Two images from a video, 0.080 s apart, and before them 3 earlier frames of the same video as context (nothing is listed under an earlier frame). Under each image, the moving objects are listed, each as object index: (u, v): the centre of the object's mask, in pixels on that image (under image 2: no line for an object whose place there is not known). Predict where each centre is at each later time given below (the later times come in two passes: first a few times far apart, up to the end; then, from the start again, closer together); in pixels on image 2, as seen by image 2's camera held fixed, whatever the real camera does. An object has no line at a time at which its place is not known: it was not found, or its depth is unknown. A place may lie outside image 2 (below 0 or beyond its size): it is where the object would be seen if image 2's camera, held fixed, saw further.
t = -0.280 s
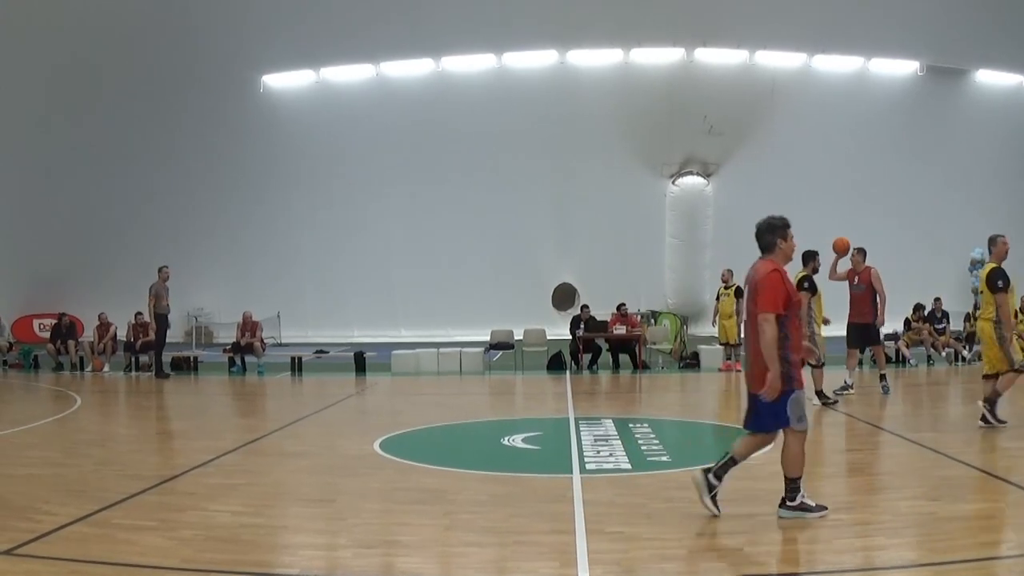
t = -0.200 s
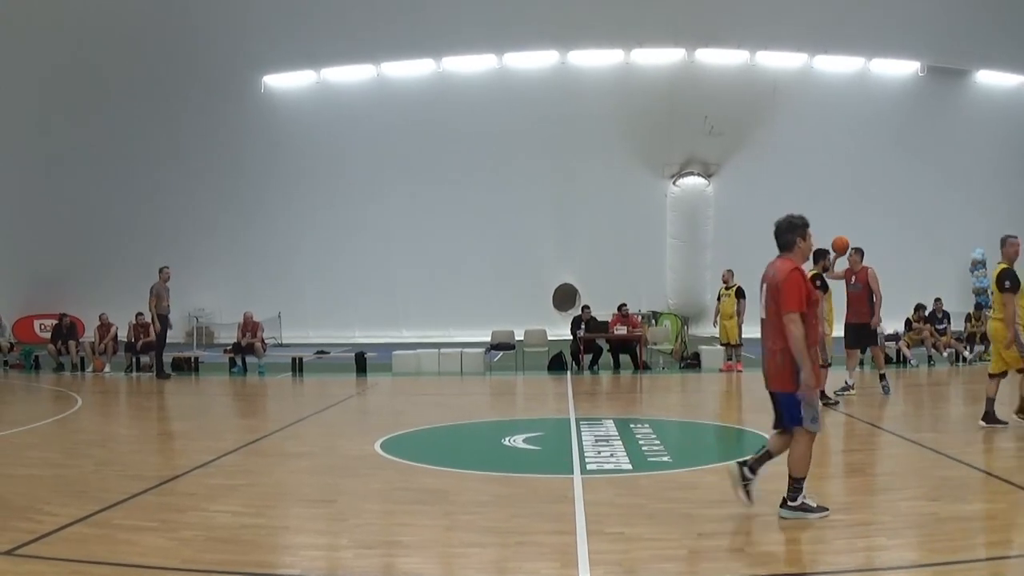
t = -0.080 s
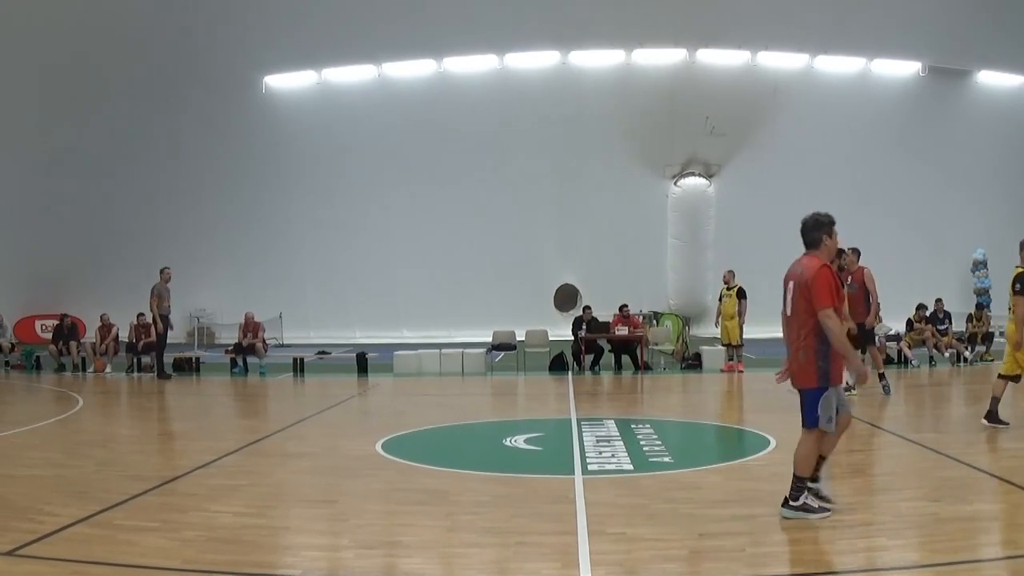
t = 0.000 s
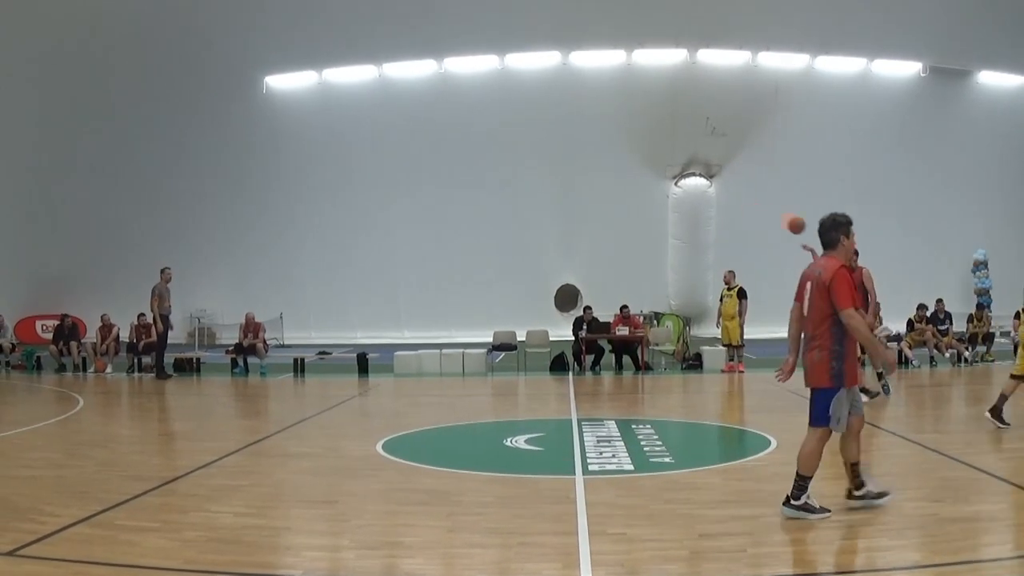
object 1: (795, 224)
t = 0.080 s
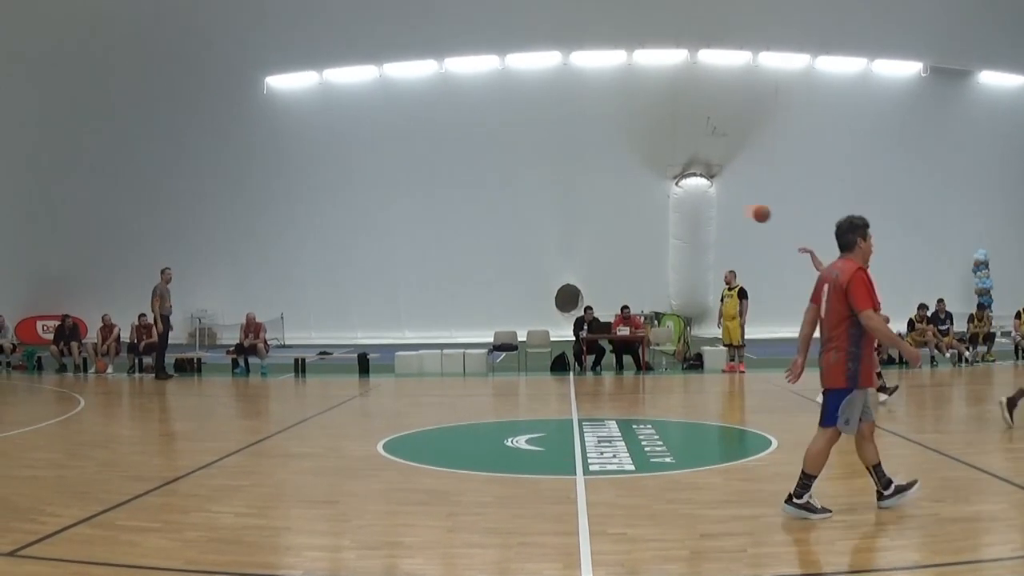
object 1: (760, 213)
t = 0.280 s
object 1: (674, 206)
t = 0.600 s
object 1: (545, 249)
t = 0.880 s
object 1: (447, 338)
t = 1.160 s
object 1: (387, 328)
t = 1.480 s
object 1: (339, 284)
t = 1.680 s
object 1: (311, 291)
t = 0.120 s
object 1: (742, 209)
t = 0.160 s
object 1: (725, 207)
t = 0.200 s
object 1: (708, 205)
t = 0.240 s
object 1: (691, 205)
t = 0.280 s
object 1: (674, 206)
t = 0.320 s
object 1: (657, 208)
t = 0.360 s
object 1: (640, 211)
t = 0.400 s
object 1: (623, 214)
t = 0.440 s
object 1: (608, 219)
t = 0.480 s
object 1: (592, 225)
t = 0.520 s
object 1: (576, 233)
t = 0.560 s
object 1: (560, 240)
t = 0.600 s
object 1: (545, 249)
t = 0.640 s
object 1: (530, 259)
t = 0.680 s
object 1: (516, 270)
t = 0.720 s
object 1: (501, 281)
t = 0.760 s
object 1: (486, 294)
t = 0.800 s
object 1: (473, 308)
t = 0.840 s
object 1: (459, 322)
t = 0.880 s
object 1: (447, 338)
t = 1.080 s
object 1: (400, 350)
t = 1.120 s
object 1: (393, 338)
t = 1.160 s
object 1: (387, 328)
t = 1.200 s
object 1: (381, 319)
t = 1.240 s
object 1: (375, 310)
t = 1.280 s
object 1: (369, 304)
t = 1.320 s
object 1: (363, 297)
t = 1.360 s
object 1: (357, 292)
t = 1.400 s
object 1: (351, 289)
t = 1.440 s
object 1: (345, 286)
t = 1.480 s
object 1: (339, 284)
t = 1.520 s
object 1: (333, 283)
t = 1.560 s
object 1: (328, 283)
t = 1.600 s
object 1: (322, 285)
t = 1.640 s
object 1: (316, 287)
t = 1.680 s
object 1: (311, 291)
